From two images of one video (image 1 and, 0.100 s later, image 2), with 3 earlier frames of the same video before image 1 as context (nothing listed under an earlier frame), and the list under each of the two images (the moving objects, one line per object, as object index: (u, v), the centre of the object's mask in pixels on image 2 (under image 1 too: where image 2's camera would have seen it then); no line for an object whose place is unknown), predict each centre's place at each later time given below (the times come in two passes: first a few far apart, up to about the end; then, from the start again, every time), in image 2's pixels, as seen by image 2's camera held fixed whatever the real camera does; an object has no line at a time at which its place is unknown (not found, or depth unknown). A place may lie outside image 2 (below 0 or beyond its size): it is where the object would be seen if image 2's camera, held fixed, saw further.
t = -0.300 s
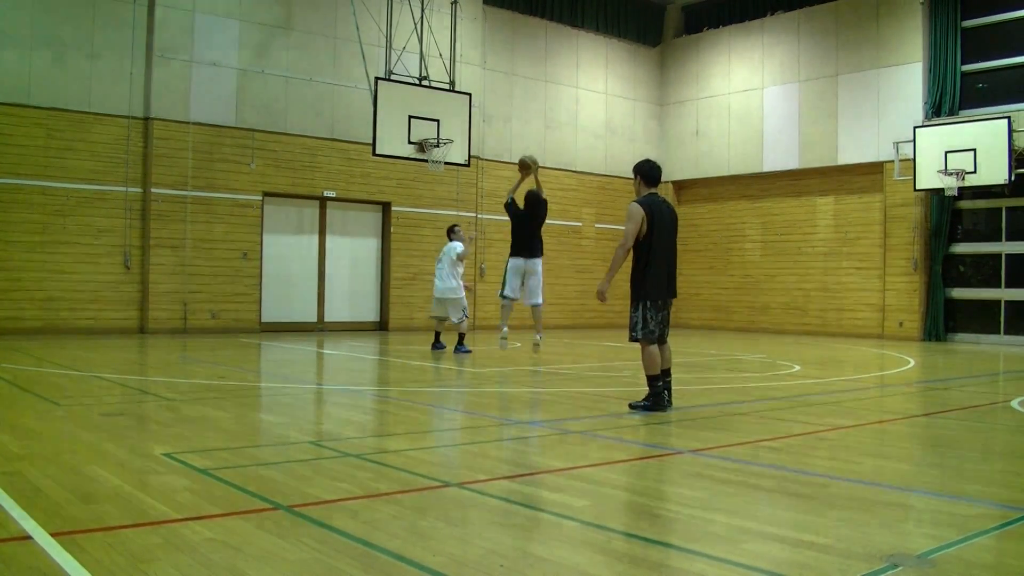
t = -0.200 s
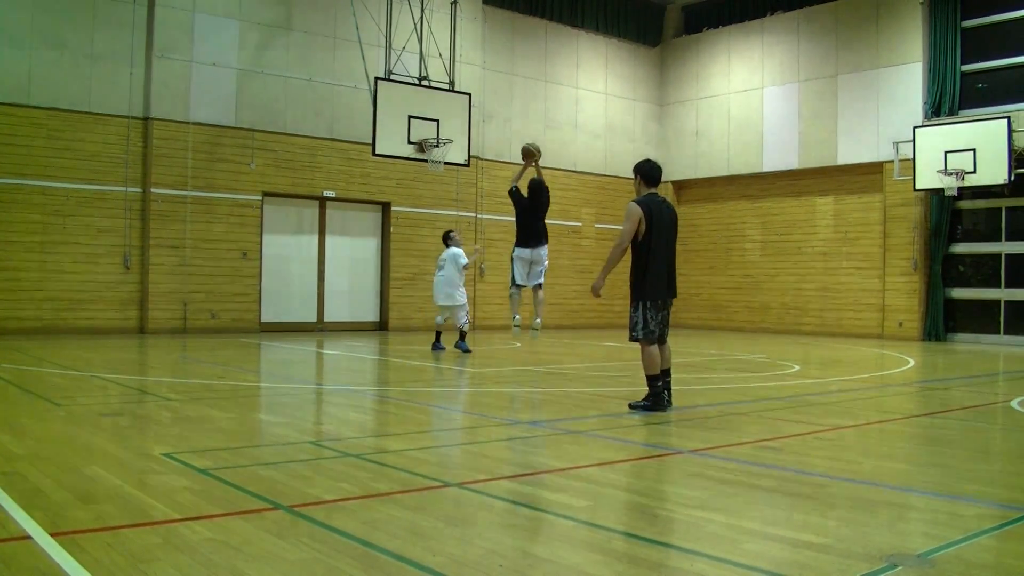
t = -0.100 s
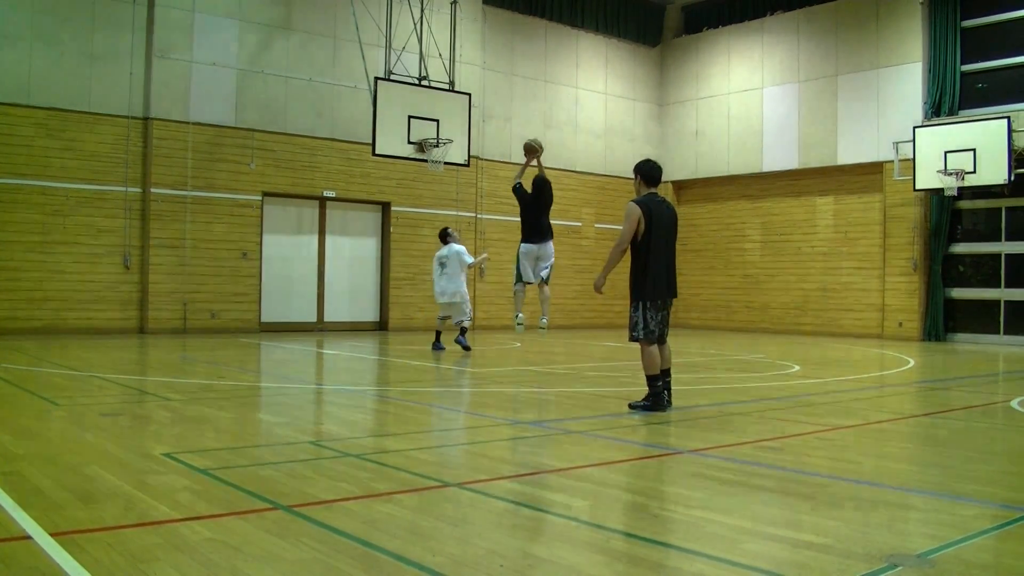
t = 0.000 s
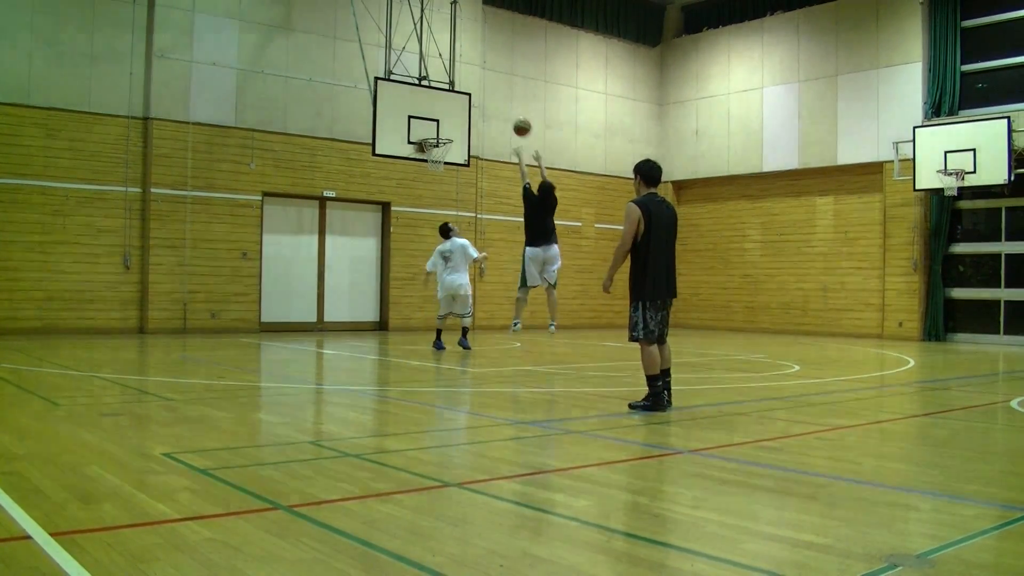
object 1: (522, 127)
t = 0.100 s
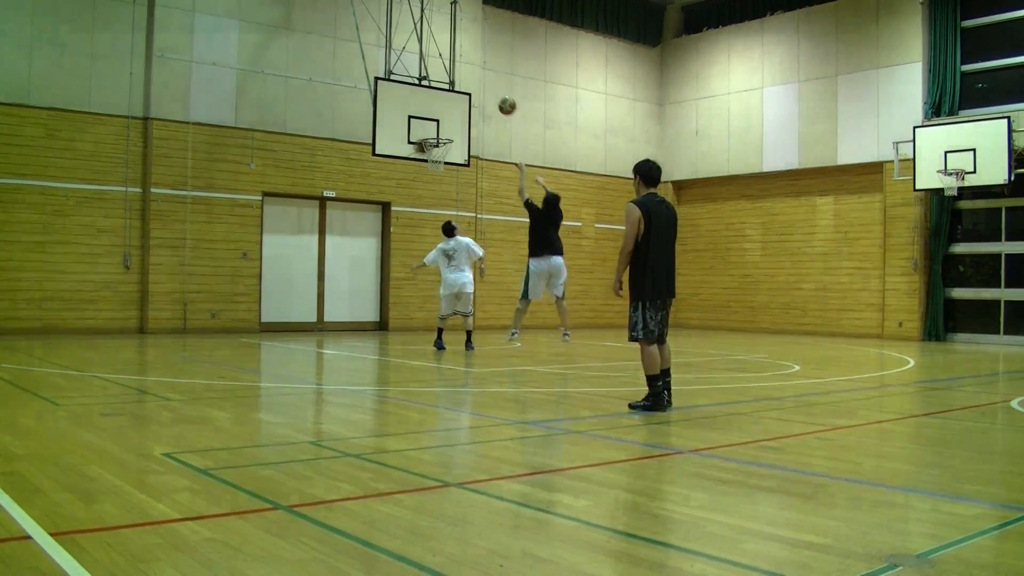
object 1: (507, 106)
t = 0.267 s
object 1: (484, 89)
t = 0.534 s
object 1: (450, 104)
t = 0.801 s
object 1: (444, 121)
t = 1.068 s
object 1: (483, 103)
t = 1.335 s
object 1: (523, 132)
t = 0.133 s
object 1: (503, 101)
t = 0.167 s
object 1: (498, 96)
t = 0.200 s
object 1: (493, 93)
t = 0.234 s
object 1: (489, 91)
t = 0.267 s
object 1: (484, 89)
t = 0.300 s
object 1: (480, 89)
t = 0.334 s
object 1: (475, 88)
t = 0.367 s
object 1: (471, 90)
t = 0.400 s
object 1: (467, 91)
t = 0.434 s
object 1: (463, 93)
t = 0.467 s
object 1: (459, 96)
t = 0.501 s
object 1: (455, 100)
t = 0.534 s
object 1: (450, 104)
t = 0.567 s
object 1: (447, 109)
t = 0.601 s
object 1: (442, 115)
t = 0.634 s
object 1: (439, 121)
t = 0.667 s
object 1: (435, 128)
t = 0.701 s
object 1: (430, 135)
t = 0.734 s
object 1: (434, 132)
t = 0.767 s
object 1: (439, 127)
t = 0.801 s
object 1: (444, 121)
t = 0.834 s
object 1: (448, 117)
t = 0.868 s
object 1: (453, 112)
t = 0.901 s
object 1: (458, 109)
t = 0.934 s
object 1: (463, 107)
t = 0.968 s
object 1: (469, 105)
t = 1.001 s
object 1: (473, 104)
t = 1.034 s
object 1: (478, 103)
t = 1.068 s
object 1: (483, 103)
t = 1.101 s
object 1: (488, 104)
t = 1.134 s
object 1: (493, 106)
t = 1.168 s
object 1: (498, 109)
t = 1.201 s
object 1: (503, 112)
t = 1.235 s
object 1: (508, 116)
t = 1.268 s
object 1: (513, 120)
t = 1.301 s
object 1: (518, 126)
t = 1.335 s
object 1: (523, 132)
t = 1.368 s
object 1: (528, 140)
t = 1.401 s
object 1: (533, 147)
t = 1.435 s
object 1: (538, 157)
